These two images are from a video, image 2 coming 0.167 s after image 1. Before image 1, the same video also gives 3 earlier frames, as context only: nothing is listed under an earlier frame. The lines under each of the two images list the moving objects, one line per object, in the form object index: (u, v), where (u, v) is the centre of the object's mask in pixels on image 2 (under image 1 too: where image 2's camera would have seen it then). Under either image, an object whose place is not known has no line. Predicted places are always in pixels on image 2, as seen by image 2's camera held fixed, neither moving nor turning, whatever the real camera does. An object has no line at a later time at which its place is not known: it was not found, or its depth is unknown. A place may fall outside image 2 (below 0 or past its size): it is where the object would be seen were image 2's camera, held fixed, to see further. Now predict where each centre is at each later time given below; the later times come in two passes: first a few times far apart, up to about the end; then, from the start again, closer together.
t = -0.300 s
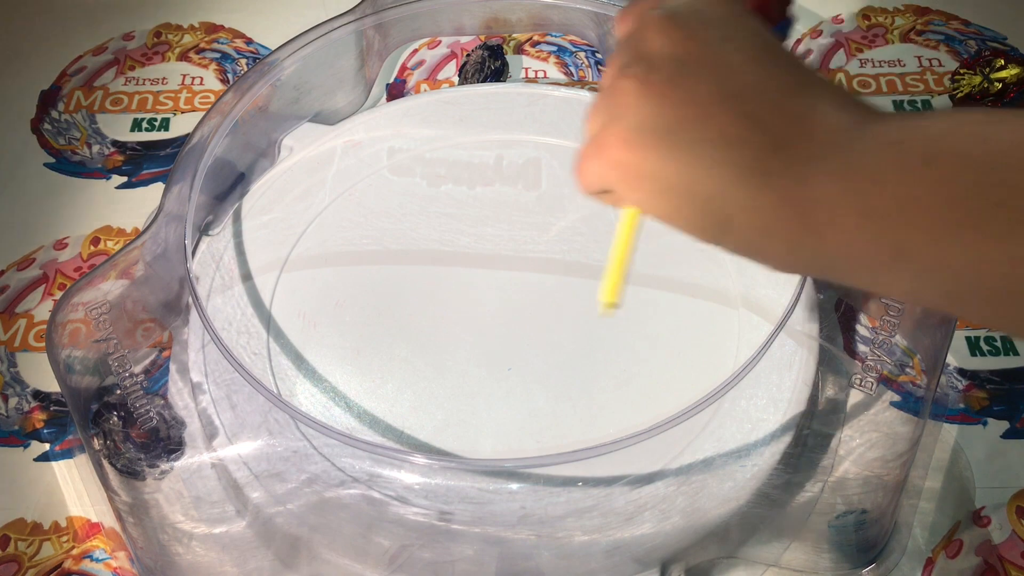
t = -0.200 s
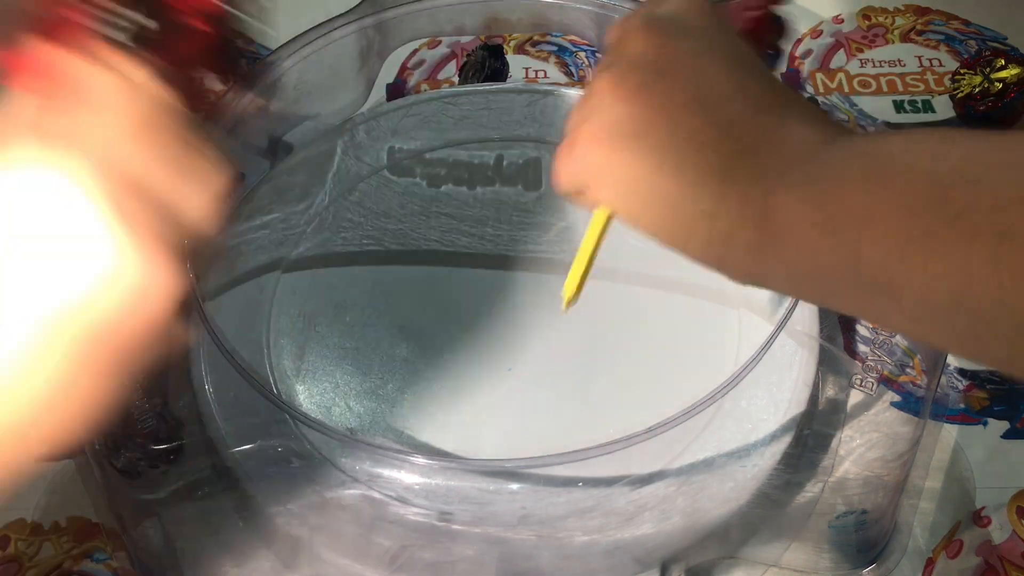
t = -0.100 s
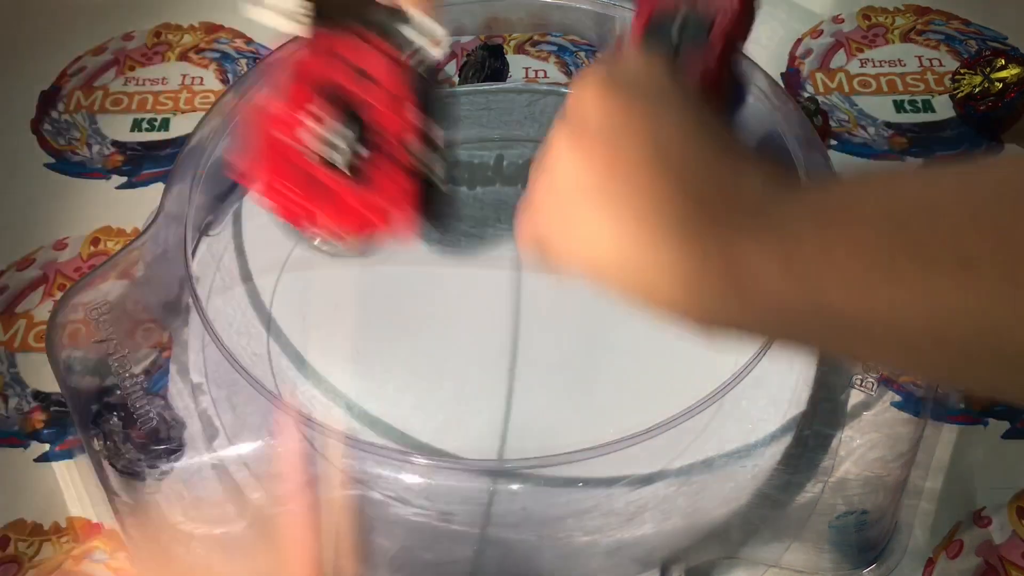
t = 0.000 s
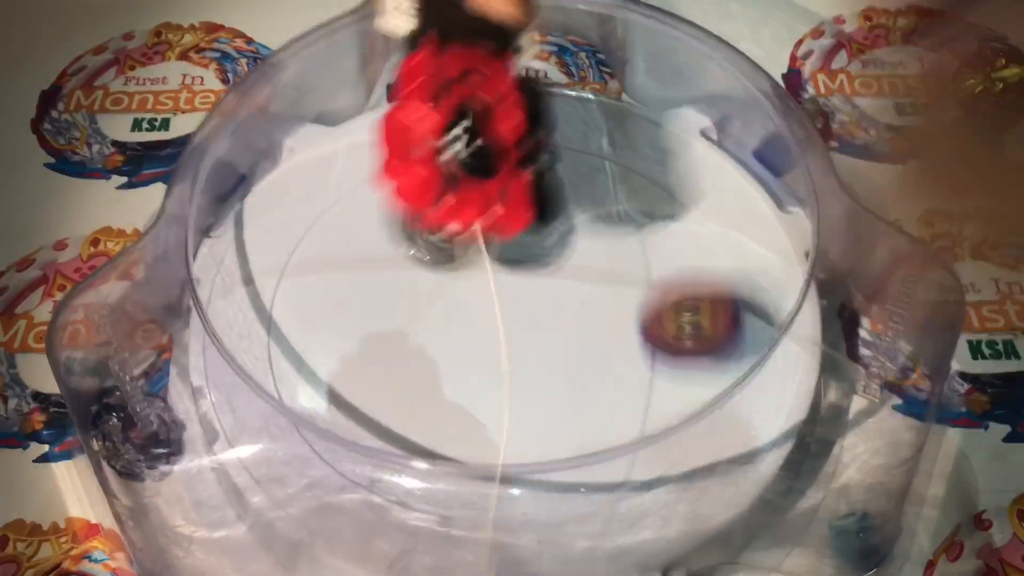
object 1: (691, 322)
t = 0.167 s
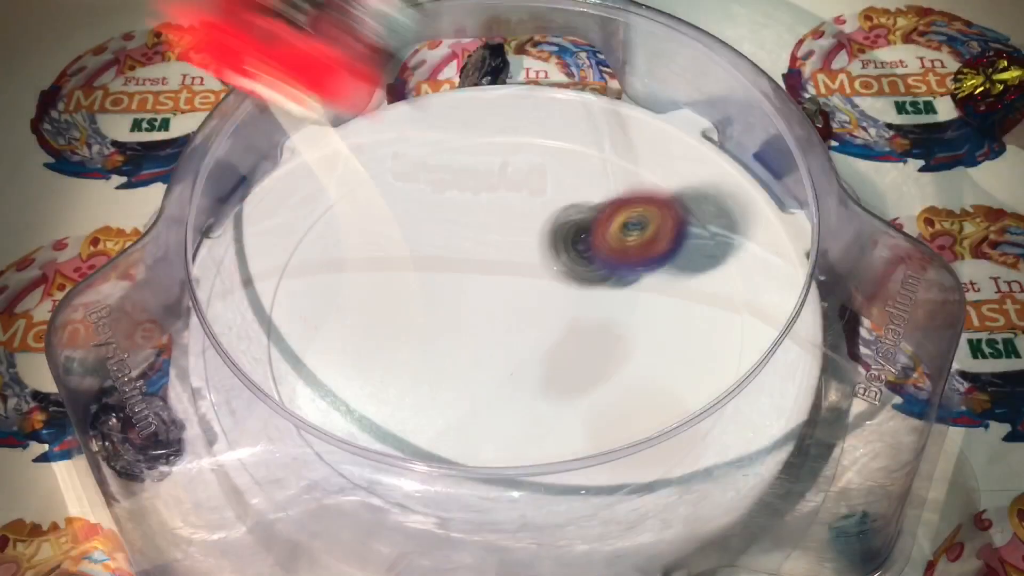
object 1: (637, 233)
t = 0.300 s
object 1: (593, 352)
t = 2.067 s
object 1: (568, 176)
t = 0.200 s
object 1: (624, 253)
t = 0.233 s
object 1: (618, 291)
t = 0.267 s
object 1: (606, 329)
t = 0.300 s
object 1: (593, 352)
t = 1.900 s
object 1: (642, 297)
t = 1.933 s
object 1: (619, 271)
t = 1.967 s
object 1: (601, 239)
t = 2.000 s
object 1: (590, 212)
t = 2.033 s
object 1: (573, 200)
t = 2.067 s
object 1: (568, 176)
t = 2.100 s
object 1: (575, 156)
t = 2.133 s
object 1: (578, 151)
